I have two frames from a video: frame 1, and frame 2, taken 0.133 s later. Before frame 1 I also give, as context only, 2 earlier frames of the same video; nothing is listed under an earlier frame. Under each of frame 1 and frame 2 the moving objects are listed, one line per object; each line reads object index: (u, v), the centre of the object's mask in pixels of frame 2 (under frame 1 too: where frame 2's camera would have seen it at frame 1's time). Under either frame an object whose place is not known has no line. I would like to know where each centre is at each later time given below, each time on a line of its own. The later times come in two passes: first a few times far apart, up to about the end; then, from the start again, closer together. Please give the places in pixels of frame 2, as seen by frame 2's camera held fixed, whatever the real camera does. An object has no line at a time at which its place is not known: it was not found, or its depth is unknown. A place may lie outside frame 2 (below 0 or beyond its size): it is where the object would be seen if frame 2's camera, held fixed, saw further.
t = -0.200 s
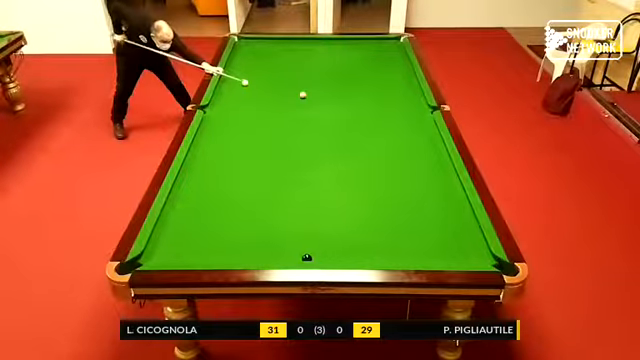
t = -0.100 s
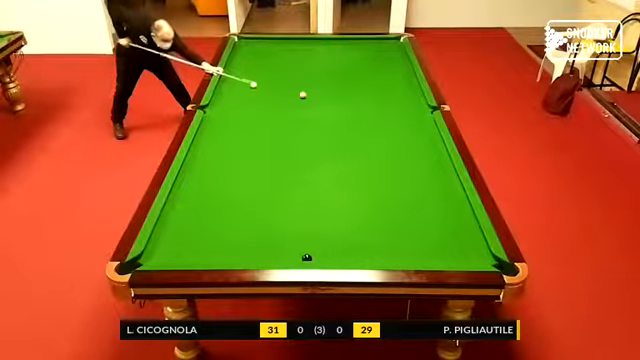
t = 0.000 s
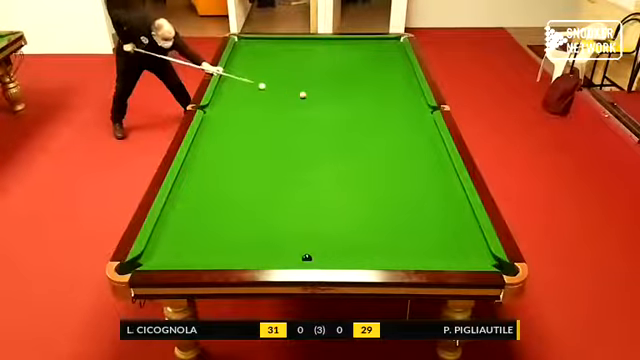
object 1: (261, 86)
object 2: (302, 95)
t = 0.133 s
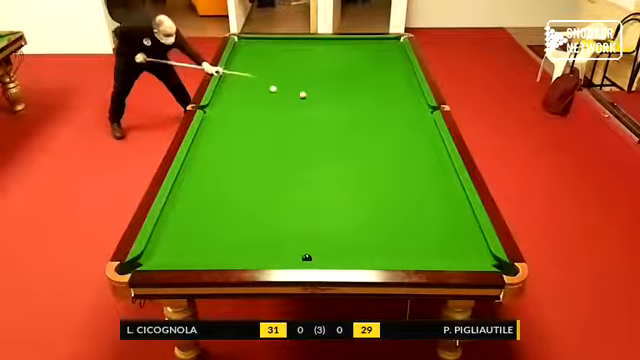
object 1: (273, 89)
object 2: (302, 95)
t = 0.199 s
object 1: (279, 90)
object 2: (303, 95)
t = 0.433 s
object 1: (296, 94)
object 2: (303, 95)
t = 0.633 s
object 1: (299, 96)
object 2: (316, 97)
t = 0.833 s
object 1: (302, 97)
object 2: (327, 98)
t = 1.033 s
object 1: (304, 99)
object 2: (338, 100)
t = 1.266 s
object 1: (307, 100)
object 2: (350, 102)
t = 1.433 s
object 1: (309, 101)
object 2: (358, 103)
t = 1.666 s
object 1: (311, 102)
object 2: (369, 105)
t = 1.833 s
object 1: (312, 102)
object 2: (379, 106)
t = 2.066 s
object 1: (314, 103)
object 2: (388, 108)
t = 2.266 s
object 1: (315, 104)
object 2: (397, 109)
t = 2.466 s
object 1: (316, 104)
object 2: (405, 110)
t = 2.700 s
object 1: (316, 104)
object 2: (414, 111)
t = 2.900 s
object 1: (316, 104)
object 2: (420, 112)
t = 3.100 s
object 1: (316, 104)
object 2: (427, 113)
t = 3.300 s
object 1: (316, 104)
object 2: (427, 113)
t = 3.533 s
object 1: (316, 104)
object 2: (422, 111)
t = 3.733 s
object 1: (316, 104)
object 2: (419, 111)
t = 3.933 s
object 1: (316, 104)
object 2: (417, 111)
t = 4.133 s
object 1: (316, 104)
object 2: (415, 110)
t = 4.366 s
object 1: (316, 104)
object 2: (413, 110)
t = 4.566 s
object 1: (316, 104)
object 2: (413, 110)
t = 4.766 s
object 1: (316, 105)
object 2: (413, 110)
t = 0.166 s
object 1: (276, 89)
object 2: (302, 95)
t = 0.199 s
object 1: (279, 90)
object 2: (303, 95)
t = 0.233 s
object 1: (281, 91)
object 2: (303, 95)
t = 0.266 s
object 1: (284, 91)
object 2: (303, 95)
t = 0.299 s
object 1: (287, 92)
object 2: (302, 95)
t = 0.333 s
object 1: (289, 93)
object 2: (302, 95)
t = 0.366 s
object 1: (293, 93)
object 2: (303, 95)
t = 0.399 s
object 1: (295, 94)
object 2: (302, 95)
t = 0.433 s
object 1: (296, 94)
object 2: (303, 95)
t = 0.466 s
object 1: (297, 95)
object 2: (308, 95)
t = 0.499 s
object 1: (297, 95)
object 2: (308, 96)
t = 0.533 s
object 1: (297, 95)
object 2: (310, 96)
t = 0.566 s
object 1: (298, 95)
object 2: (313, 96)
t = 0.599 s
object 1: (299, 96)
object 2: (314, 97)
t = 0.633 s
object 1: (299, 96)
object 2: (316, 97)
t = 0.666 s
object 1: (300, 96)
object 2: (317, 97)
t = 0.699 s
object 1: (300, 96)
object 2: (319, 98)
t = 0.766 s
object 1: (301, 97)
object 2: (323, 98)
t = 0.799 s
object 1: (301, 97)
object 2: (325, 98)
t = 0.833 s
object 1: (302, 97)
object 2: (327, 98)
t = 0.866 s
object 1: (303, 98)
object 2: (329, 99)
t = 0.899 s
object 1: (303, 98)
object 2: (330, 99)
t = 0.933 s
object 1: (303, 98)
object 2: (332, 99)
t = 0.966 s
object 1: (304, 98)
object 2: (334, 99)
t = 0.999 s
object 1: (304, 99)
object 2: (336, 100)
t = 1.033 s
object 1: (304, 99)
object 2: (338, 100)
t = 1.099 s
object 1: (305, 99)
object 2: (341, 100)
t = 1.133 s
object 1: (306, 99)
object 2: (343, 101)
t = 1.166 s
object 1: (306, 99)
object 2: (344, 101)
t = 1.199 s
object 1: (307, 100)
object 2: (346, 101)
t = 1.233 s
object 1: (307, 100)
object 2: (348, 102)
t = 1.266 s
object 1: (307, 100)
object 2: (350, 102)
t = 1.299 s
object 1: (307, 100)
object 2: (351, 102)
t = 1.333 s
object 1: (308, 100)
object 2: (353, 102)
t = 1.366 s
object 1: (308, 101)
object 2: (355, 103)
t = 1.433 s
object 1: (309, 101)
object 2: (358, 103)
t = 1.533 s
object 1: (310, 101)
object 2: (363, 104)
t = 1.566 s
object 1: (310, 101)
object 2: (364, 104)
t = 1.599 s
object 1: (310, 102)
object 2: (366, 104)
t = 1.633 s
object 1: (310, 102)
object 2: (367, 104)
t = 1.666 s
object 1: (311, 102)
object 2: (369, 105)
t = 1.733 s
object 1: (311, 102)
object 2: (370, 105)
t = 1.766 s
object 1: (312, 102)
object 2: (374, 105)
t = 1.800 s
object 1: (312, 102)
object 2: (377, 106)
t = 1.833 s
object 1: (312, 102)
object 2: (379, 106)
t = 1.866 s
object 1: (313, 103)
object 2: (380, 106)
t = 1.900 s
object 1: (313, 103)
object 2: (381, 107)
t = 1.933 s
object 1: (313, 103)
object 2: (382, 107)
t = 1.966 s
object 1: (314, 103)
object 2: (384, 107)
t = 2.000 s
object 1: (314, 103)
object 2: (385, 107)
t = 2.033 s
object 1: (314, 103)
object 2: (387, 107)
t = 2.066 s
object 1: (314, 103)
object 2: (388, 108)
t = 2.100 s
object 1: (314, 103)
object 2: (390, 107)
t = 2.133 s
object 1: (314, 103)
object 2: (392, 108)
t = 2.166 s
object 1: (315, 104)
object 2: (393, 108)
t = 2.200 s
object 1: (315, 104)
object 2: (394, 108)
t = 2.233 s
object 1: (315, 104)
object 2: (395, 109)
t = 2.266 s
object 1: (315, 104)
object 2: (397, 109)
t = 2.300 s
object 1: (315, 104)
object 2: (398, 109)
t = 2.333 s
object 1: (316, 104)
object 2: (399, 109)
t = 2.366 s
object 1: (316, 104)
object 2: (401, 110)
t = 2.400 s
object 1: (316, 104)
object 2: (402, 109)
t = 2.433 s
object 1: (316, 104)
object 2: (404, 110)
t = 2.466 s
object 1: (316, 104)
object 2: (405, 110)
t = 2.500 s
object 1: (316, 104)
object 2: (406, 110)
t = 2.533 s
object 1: (316, 104)
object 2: (408, 110)
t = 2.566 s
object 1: (316, 104)
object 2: (409, 110)
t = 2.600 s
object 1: (316, 104)
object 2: (410, 110)
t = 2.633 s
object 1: (316, 104)
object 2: (412, 111)
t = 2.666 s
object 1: (316, 104)
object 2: (413, 111)
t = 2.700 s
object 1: (316, 104)
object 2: (414, 111)
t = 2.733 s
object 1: (316, 104)
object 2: (414, 111)
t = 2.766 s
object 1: (316, 104)
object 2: (416, 111)
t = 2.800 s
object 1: (316, 104)
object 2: (417, 111)
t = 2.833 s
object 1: (316, 104)
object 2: (419, 111)
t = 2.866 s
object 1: (316, 104)
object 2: (420, 112)
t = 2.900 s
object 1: (316, 104)
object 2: (420, 112)
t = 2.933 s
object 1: (316, 104)
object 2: (422, 112)
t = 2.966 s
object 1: (316, 104)
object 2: (423, 112)
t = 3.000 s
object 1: (316, 104)
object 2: (423, 112)
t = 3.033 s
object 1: (316, 104)
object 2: (426, 113)
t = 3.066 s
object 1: (316, 104)
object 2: (427, 113)
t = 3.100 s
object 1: (316, 104)
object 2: (427, 113)
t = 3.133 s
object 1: (316, 104)
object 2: (428, 113)
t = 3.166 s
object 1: (316, 104)
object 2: (429, 113)
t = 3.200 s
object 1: (316, 104)
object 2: (429, 113)
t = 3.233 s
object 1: (316, 104)
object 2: (428, 113)
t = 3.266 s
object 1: (316, 104)
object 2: (428, 113)
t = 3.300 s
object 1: (316, 104)
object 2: (427, 113)
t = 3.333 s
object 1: (316, 104)
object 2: (427, 112)
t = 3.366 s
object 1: (316, 104)
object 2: (426, 112)
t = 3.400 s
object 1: (316, 104)
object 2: (426, 112)
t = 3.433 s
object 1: (316, 104)
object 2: (426, 112)
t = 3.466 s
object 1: (316, 104)
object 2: (424, 112)
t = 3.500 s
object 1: (316, 104)
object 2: (423, 112)
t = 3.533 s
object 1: (316, 104)
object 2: (422, 111)
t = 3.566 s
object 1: (316, 104)
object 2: (422, 111)
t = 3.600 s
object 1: (316, 104)
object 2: (421, 111)
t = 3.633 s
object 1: (316, 104)
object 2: (421, 112)
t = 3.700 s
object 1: (316, 104)
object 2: (420, 111)
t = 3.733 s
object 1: (316, 104)
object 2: (419, 111)
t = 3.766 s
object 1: (316, 104)
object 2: (419, 111)
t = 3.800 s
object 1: (316, 104)
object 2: (419, 111)
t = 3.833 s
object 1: (316, 104)
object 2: (418, 111)
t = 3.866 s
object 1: (316, 104)
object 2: (418, 111)
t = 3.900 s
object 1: (316, 104)
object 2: (417, 111)
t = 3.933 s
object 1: (316, 104)
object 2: (417, 111)
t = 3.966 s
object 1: (316, 104)
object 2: (417, 111)
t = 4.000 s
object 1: (316, 104)
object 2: (416, 111)
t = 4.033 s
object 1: (316, 104)
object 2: (416, 110)
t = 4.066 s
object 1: (316, 104)
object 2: (415, 110)
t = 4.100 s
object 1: (316, 104)
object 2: (415, 110)
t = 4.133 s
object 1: (316, 104)
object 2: (415, 110)
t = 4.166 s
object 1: (316, 104)
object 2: (415, 110)
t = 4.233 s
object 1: (316, 104)
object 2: (414, 110)
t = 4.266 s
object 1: (316, 104)
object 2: (414, 110)
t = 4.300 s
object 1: (316, 104)
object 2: (414, 110)
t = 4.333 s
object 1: (316, 104)
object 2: (414, 110)
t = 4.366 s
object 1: (316, 104)
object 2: (413, 110)
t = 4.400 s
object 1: (316, 105)
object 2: (413, 110)
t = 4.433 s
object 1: (316, 105)
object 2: (413, 110)
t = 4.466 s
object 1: (316, 105)
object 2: (413, 110)
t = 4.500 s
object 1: (316, 105)
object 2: (413, 110)
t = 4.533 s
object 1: (316, 105)
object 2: (413, 110)
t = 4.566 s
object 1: (316, 104)
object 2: (413, 110)
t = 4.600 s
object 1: (316, 105)
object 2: (413, 110)
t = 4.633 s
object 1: (316, 105)
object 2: (413, 110)
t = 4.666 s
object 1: (316, 105)
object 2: (413, 110)
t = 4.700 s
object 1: (316, 105)
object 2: (413, 110)
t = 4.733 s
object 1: (316, 104)
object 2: (413, 110)
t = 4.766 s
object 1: (316, 105)
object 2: (413, 110)
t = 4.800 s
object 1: (316, 105)
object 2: (413, 110)
